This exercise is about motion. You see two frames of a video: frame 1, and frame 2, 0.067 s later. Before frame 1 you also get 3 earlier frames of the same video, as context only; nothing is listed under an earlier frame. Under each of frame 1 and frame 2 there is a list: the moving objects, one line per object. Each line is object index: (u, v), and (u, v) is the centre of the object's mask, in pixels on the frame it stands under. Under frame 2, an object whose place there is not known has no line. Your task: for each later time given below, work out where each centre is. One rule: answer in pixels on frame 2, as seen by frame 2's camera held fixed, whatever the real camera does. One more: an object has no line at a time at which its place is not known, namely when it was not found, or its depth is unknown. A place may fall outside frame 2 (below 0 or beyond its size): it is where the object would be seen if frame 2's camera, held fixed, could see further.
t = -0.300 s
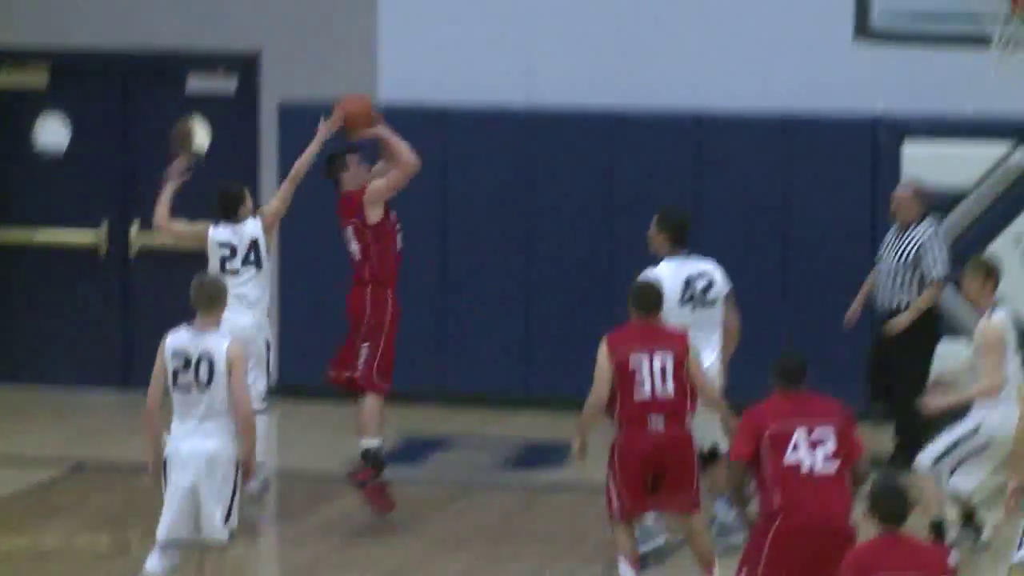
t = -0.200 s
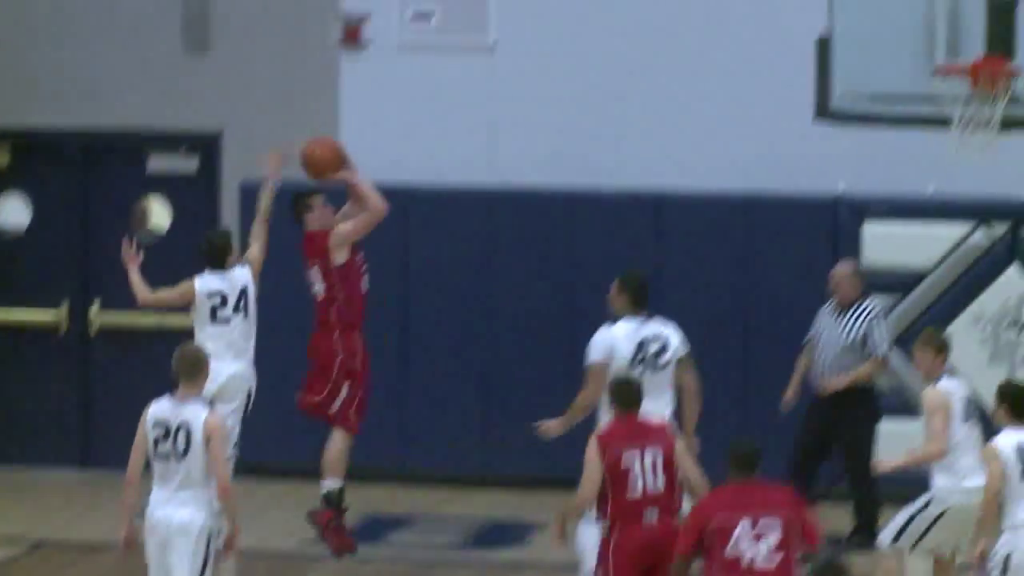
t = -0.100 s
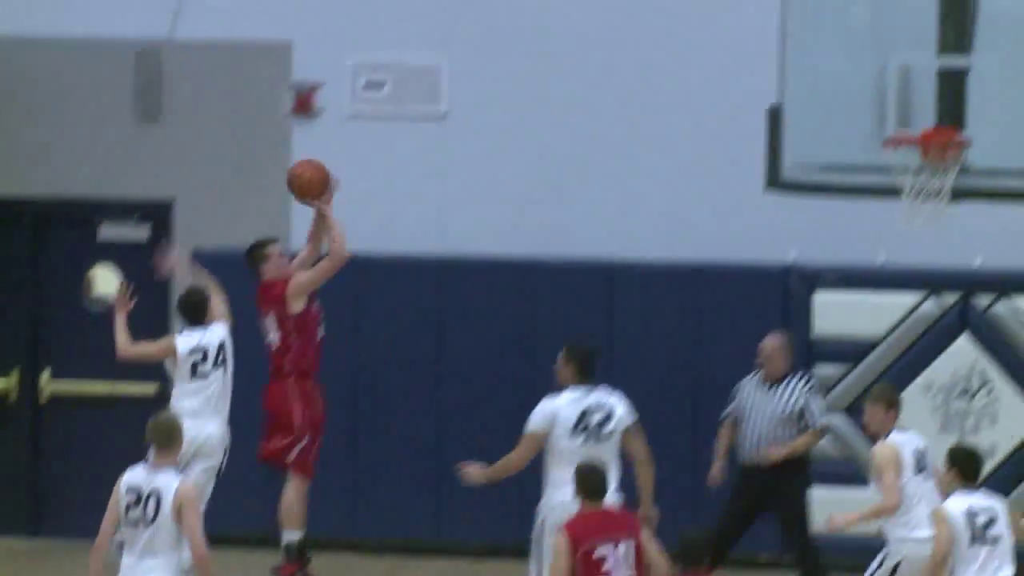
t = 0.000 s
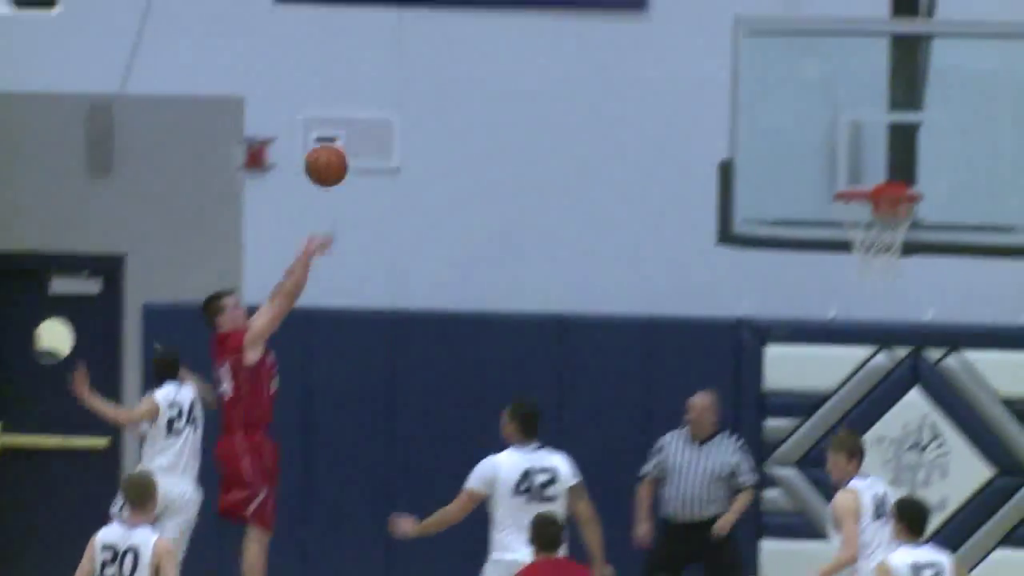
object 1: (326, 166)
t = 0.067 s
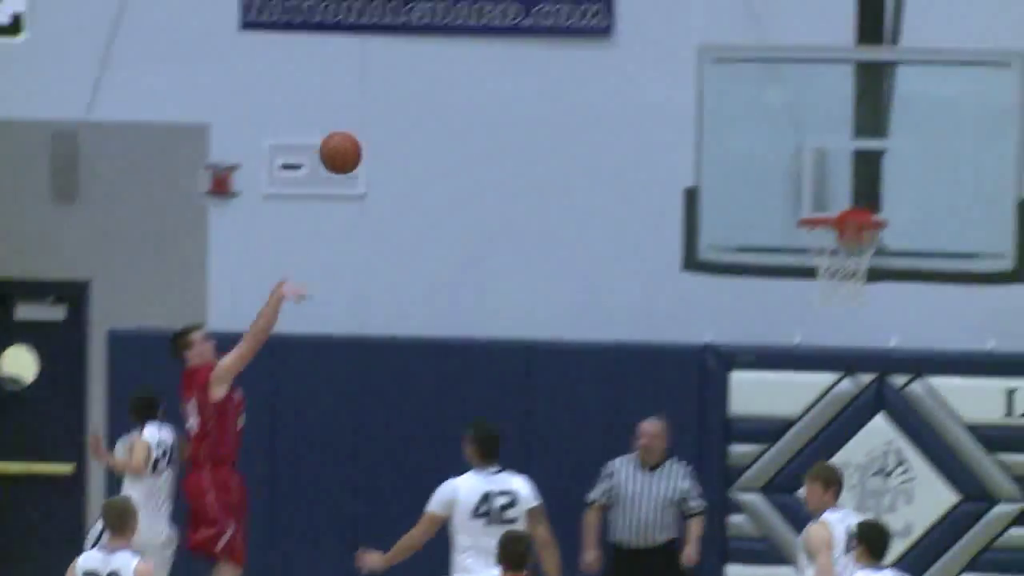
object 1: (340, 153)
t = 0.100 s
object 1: (364, 136)
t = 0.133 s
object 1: (388, 121)
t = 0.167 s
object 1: (411, 109)
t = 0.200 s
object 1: (436, 98)
